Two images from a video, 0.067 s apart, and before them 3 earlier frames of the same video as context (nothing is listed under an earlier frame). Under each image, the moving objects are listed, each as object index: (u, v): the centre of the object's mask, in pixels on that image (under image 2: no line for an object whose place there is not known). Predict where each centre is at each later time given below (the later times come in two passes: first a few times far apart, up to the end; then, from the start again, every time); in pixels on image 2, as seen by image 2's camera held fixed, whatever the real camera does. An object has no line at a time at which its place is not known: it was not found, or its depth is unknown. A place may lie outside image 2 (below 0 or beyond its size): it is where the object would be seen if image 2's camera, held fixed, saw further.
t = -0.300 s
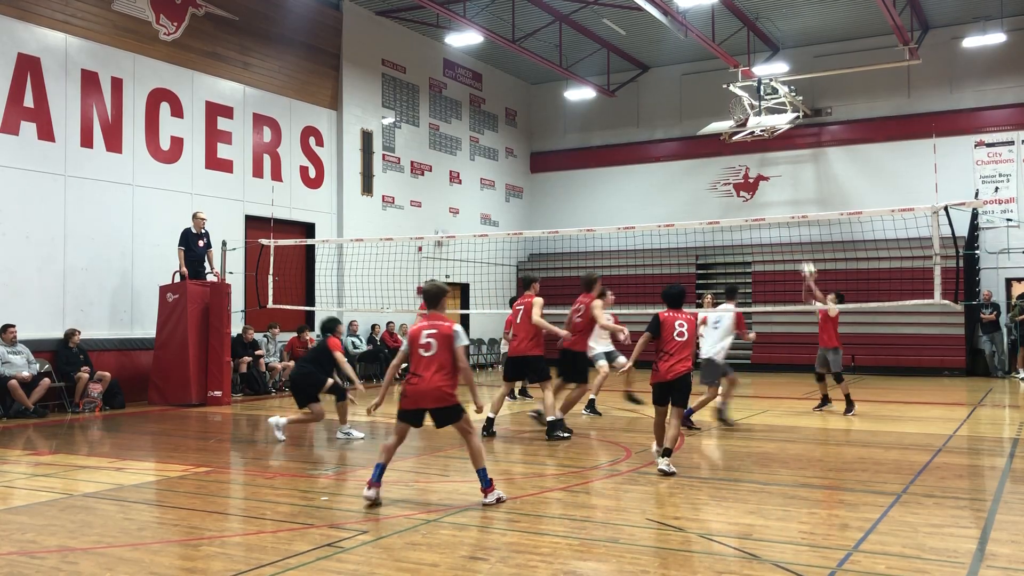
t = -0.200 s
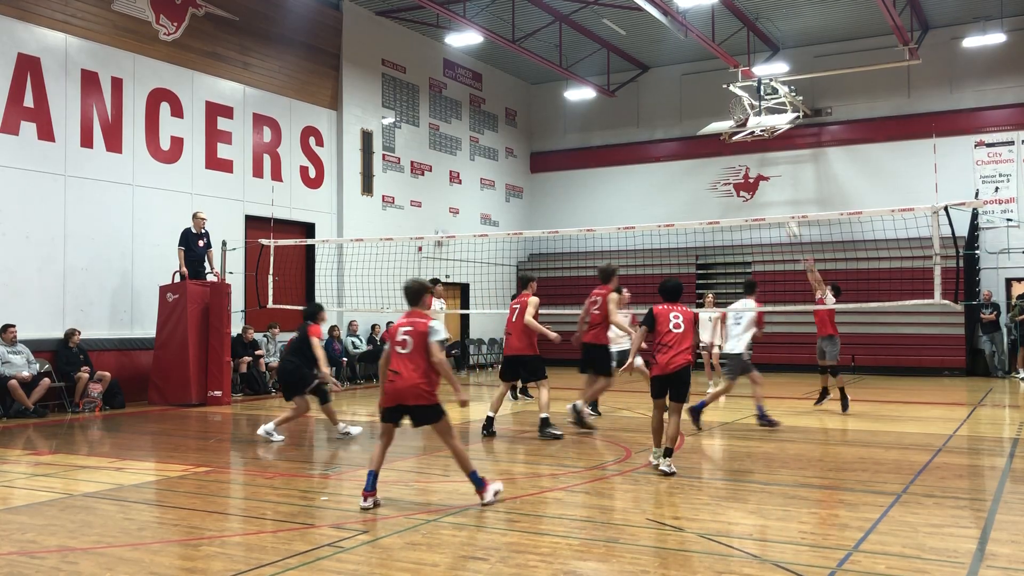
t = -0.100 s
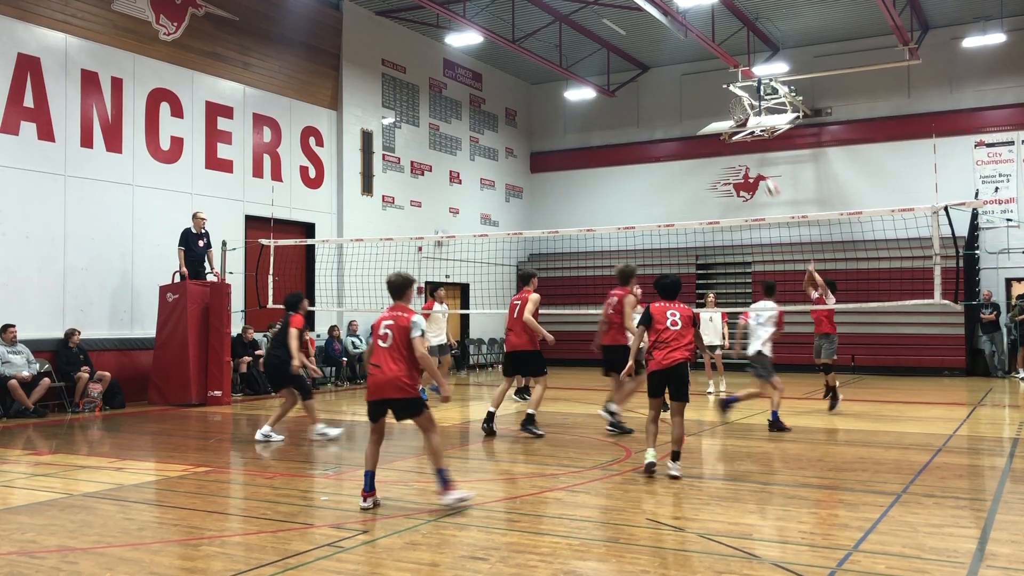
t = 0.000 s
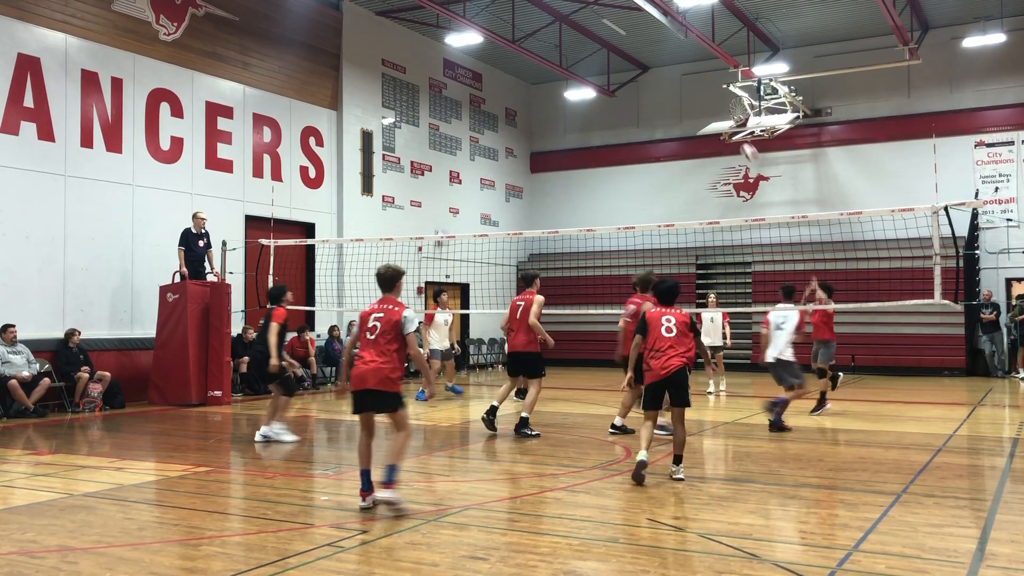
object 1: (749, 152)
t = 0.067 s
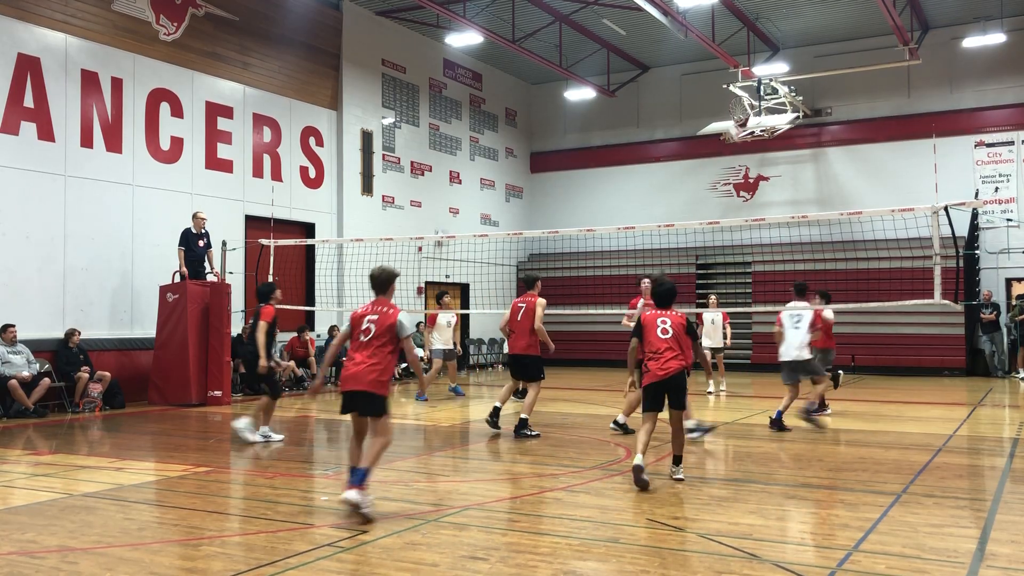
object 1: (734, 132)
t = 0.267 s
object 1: (693, 94)
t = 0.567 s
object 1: (633, 88)
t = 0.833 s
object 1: (582, 135)
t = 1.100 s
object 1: (536, 223)
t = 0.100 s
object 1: (727, 124)
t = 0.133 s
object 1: (720, 114)
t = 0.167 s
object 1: (714, 110)
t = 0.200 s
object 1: (707, 104)
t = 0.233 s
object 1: (700, 98)
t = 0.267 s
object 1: (693, 94)
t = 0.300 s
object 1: (686, 90)
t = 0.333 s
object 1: (679, 87)
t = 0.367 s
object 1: (672, 85)
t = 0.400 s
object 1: (665, 84)
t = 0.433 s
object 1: (659, 83)
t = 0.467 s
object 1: (653, 84)
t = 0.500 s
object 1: (646, 84)
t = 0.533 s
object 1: (640, 86)
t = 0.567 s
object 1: (633, 88)
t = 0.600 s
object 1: (627, 92)
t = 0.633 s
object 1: (621, 95)
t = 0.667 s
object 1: (614, 100)
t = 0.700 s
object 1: (607, 106)
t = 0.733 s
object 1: (601, 112)
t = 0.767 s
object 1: (595, 119)
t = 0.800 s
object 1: (588, 126)
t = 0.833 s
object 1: (582, 135)
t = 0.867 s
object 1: (576, 144)
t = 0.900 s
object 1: (570, 154)
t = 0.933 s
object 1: (565, 163)
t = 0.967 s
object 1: (559, 174)
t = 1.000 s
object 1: (553, 186)
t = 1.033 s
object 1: (548, 198)
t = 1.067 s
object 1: (542, 212)
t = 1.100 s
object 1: (536, 223)
